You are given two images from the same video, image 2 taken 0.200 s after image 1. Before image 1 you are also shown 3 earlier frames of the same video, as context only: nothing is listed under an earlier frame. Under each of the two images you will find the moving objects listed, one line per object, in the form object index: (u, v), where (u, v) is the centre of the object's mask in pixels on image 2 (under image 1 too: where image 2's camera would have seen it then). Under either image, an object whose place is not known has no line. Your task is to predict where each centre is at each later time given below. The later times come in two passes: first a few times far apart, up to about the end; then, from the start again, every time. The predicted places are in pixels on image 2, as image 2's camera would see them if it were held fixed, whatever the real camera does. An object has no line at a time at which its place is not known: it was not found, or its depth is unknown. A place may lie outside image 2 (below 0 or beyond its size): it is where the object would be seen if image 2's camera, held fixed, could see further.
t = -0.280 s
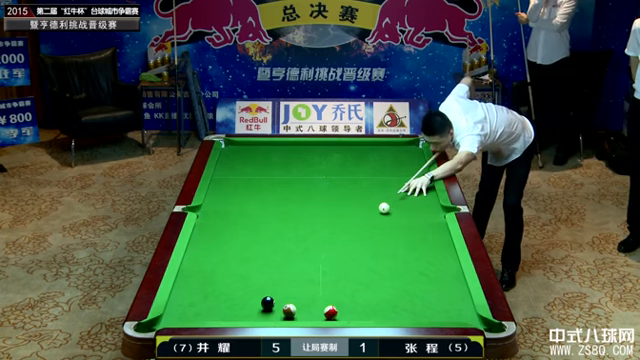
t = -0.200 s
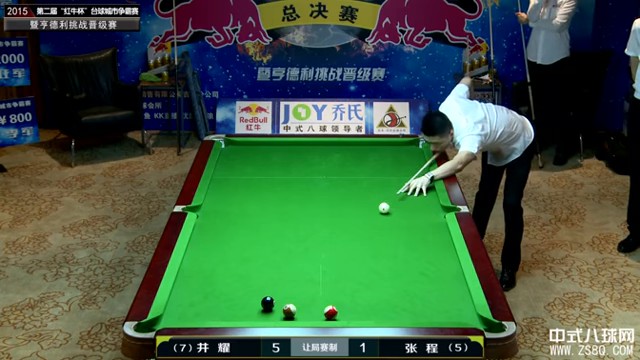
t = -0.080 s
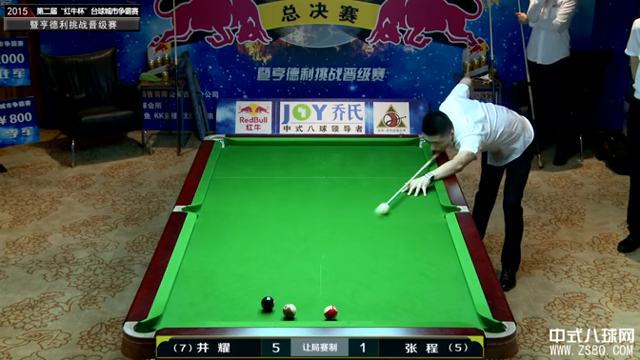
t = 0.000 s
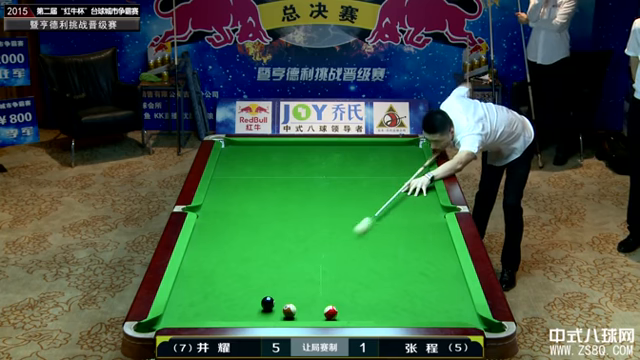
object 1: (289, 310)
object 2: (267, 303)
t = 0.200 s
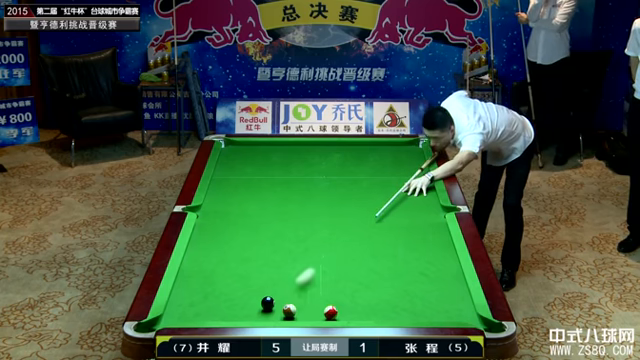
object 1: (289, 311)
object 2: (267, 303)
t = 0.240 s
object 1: (289, 310)
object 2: (267, 303)
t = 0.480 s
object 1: (312, 300)
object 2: (174, 319)
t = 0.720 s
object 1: (327, 275)
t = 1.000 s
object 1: (343, 247)
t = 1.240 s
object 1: (356, 227)
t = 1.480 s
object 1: (367, 209)
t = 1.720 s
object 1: (376, 193)
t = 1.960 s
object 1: (385, 179)
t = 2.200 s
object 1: (394, 166)
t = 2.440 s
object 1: (401, 154)
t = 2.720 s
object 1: (410, 143)
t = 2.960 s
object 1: (410, 147)
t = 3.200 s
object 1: (399, 149)
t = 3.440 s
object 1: (389, 150)
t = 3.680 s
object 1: (379, 153)
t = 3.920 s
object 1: (370, 154)
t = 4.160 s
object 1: (361, 156)
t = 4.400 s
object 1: (353, 158)
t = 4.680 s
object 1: (345, 160)
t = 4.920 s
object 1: (338, 161)
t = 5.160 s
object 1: (332, 162)
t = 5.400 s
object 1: (327, 163)
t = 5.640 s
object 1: (323, 164)
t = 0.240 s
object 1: (289, 310)
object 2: (267, 303)
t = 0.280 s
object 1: (289, 310)
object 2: (266, 303)
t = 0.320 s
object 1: (294, 313)
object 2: (245, 309)
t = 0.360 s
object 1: (301, 315)
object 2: (228, 312)
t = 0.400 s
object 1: (304, 312)
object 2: (209, 314)
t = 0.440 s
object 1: (308, 306)
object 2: (191, 316)
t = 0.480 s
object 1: (312, 300)
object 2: (174, 319)
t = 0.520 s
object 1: (314, 297)
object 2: (154, 324)
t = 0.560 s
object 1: (317, 291)
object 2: (144, 328)
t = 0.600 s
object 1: (319, 287)
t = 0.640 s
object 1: (323, 283)
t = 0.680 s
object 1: (325, 279)
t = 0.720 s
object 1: (327, 275)
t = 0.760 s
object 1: (330, 270)
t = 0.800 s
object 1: (332, 266)
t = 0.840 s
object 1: (335, 262)
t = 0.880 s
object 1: (337, 258)
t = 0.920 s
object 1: (339, 254)
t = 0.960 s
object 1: (341, 251)
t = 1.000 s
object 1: (343, 247)
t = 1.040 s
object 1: (346, 244)
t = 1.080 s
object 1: (348, 240)
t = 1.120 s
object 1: (350, 237)
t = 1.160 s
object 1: (352, 233)
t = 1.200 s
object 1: (354, 230)
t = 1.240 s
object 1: (356, 227)
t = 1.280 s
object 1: (358, 224)
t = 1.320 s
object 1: (360, 221)
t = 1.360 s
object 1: (361, 218)
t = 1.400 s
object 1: (363, 215)
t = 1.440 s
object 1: (365, 212)
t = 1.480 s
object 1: (367, 209)
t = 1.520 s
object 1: (368, 206)
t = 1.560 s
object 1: (370, 204)
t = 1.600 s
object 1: (372, 201)
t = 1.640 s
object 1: (373, 198)
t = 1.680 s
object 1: (375, 196)
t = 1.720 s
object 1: (376, 193)
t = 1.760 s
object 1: (378, 191)
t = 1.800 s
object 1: (379, 188)
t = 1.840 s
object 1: (381, 186)
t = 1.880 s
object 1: (382, 184)
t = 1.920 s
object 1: (384, 181)
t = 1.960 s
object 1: (385, 179)
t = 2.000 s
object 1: (387, 177)
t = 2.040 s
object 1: (388, 175)
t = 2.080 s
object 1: (390, 173)
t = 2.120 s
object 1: (391, 170)
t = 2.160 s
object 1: (392, 168)
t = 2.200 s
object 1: (394, 166)
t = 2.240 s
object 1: (395, 164)
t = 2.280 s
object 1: (396, 162)
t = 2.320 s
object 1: (397, 160)
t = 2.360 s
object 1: (398, 158)
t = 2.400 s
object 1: (400, 156)
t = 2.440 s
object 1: (401, 154)
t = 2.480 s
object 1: (402, 153)
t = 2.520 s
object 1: (403, 151)
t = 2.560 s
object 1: (405, 149)
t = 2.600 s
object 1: (405, 147)
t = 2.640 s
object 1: (407, 146)
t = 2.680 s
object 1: (408, 144)
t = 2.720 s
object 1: (410, 143)
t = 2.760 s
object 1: (412, 144)
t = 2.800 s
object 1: (415, 144)
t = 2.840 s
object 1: (416, 145)
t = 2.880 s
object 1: (414, 146)
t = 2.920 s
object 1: (412, 146)
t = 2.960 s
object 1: (410, 147)
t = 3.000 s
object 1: (409, 147)
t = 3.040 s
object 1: (406, 147)
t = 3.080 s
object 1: (405, 147)
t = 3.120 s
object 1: (403, 148)
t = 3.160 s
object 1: (401, 148)
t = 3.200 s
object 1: (399, 149)
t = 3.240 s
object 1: (398, 149)
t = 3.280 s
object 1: (396, 149)
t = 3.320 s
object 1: (394, 149)
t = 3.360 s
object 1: (392, 150)
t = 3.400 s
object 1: (391, 150)
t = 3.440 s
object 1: (389, 150)
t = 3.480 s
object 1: (388, 151)
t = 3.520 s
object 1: (386, 151)
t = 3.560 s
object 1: (384, 151)
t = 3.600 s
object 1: (382, 152)
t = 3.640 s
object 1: (381, 152)
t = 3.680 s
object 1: (379, 153)
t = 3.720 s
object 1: (378, 153)
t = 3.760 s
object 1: (376, 153)
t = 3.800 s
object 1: (375, 154)
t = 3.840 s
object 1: (373, 154)
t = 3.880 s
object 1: (371, 154)
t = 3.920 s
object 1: (370, 154)
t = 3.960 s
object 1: (369, 155)
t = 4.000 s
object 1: (367, 155)
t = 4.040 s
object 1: (366, 156)
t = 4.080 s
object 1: (364, 156)
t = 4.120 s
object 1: (363, 156)
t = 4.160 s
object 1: (361, 156)
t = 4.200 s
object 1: (360, 157)
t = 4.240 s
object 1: (359, 157)
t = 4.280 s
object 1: (357, 157)
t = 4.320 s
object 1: (356, 158)
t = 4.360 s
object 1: (355, 158)
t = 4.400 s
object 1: (353, 158)
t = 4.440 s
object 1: (352, 158)
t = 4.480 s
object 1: (351, 158)
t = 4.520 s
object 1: (350, 159)
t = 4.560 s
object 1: (348, 159)
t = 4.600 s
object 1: (347, 159)
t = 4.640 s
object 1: (346, 159)
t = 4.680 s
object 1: (345, 160)
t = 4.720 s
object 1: (344, 160)
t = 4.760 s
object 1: (342, 160)
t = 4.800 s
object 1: (341, 160)
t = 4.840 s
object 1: (340, 161)
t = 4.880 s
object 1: (339, 161)
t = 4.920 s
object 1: (338, 161)
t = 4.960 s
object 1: (337, 161)
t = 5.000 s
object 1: (336, 162)
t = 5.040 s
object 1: (335, 162)
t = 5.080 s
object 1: (334, 162)
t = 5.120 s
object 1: (333, 162)
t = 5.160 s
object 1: (332, 162)
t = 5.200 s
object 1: (331, 162)
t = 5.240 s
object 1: (330, 163)
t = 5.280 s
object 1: (329, 163)
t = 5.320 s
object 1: (328, 163)
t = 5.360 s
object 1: (328, 163)
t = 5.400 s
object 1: (327, 163)
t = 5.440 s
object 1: (326, 163)
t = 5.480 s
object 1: (325, 164)
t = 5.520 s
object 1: (324, 164)
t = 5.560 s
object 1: (324, 164)
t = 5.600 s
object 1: (323, 164)
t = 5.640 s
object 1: (323, 164)
